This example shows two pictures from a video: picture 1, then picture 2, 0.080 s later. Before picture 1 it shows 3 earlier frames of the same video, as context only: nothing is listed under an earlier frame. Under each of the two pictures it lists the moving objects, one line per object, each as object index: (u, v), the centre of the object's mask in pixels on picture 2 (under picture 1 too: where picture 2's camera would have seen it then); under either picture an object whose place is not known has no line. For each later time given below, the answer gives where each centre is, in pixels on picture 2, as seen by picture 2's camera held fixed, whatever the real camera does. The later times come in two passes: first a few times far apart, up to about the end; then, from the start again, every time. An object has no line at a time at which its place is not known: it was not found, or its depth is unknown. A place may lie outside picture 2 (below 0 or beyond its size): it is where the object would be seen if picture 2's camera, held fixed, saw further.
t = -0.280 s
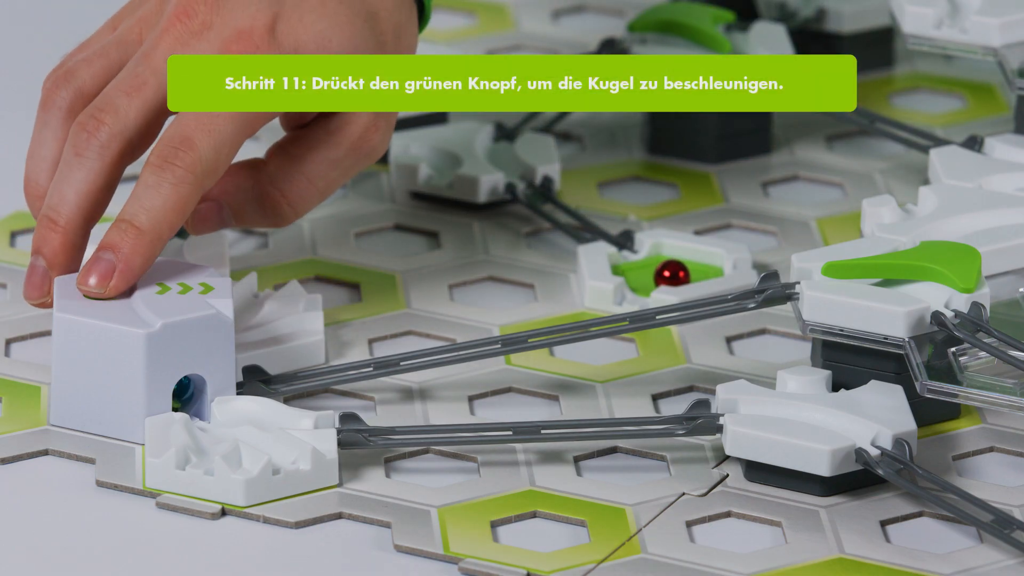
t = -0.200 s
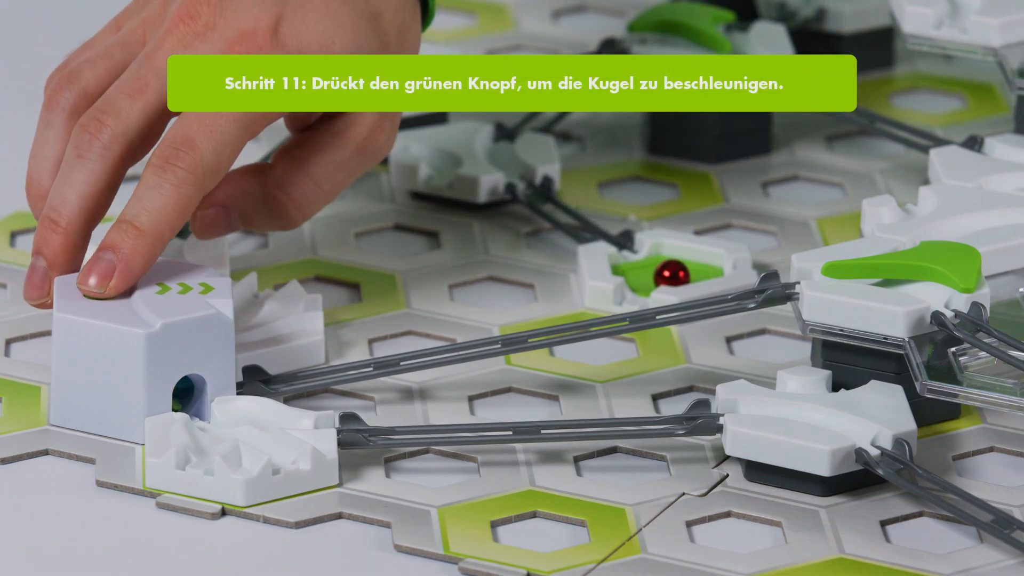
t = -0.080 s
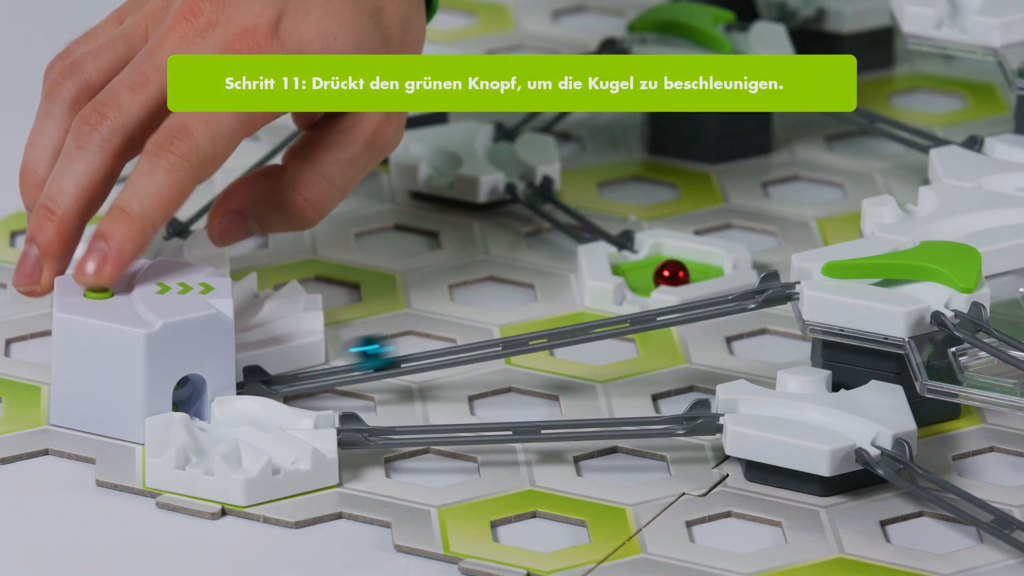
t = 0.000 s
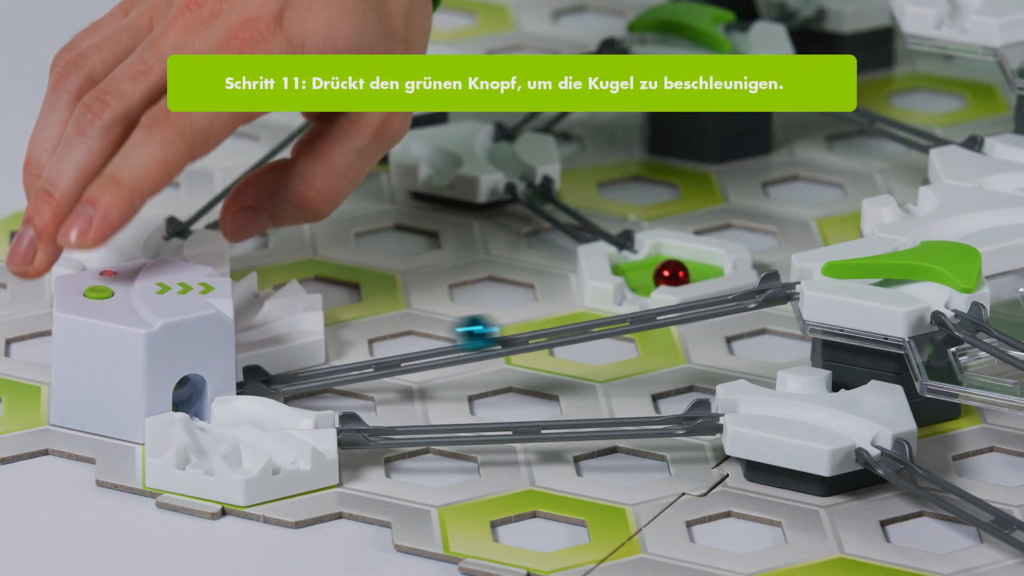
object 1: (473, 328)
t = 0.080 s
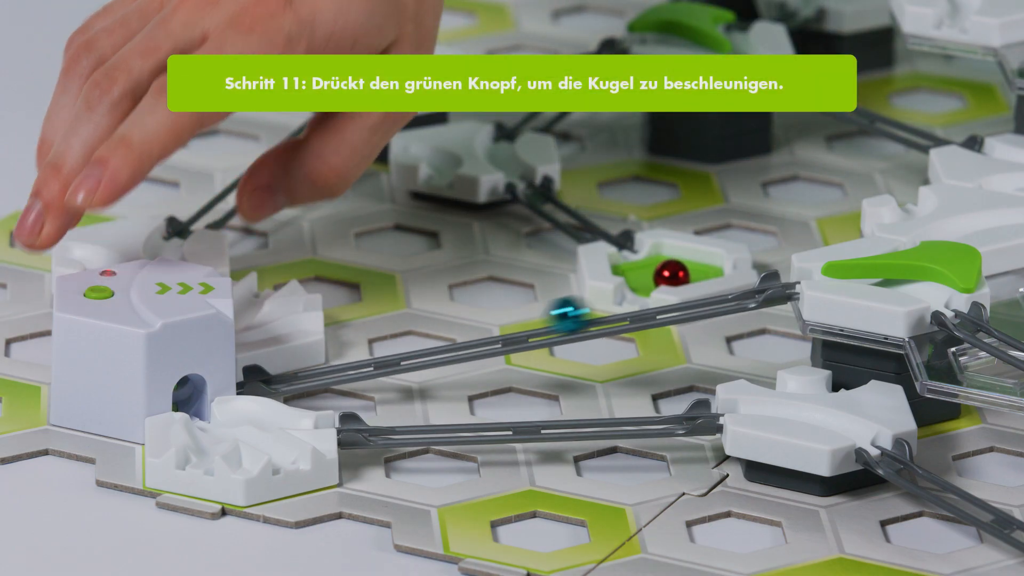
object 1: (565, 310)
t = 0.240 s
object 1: (713, 285)
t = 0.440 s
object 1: (831, 258)
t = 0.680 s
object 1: (914, 237)
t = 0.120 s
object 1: (608, 304)
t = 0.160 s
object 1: (645, 296)
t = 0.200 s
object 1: (680, 288)
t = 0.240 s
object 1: (713, 285)
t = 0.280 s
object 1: (739, 276)
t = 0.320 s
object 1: (764, 269)
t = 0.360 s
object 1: (786, 266)
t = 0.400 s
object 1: (809, 264)
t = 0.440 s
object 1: (831, 258)
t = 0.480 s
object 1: (853, 253)
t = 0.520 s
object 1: (871, 250)
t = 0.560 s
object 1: (888, 247)
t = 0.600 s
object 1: (898, 242)
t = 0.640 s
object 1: (906, 238)
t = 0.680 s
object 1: (914, 237)
